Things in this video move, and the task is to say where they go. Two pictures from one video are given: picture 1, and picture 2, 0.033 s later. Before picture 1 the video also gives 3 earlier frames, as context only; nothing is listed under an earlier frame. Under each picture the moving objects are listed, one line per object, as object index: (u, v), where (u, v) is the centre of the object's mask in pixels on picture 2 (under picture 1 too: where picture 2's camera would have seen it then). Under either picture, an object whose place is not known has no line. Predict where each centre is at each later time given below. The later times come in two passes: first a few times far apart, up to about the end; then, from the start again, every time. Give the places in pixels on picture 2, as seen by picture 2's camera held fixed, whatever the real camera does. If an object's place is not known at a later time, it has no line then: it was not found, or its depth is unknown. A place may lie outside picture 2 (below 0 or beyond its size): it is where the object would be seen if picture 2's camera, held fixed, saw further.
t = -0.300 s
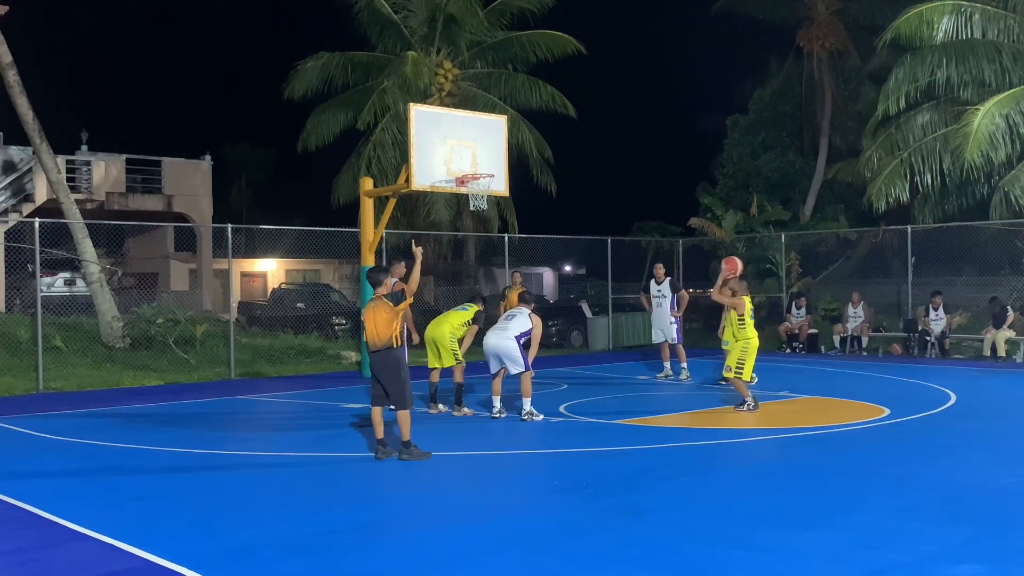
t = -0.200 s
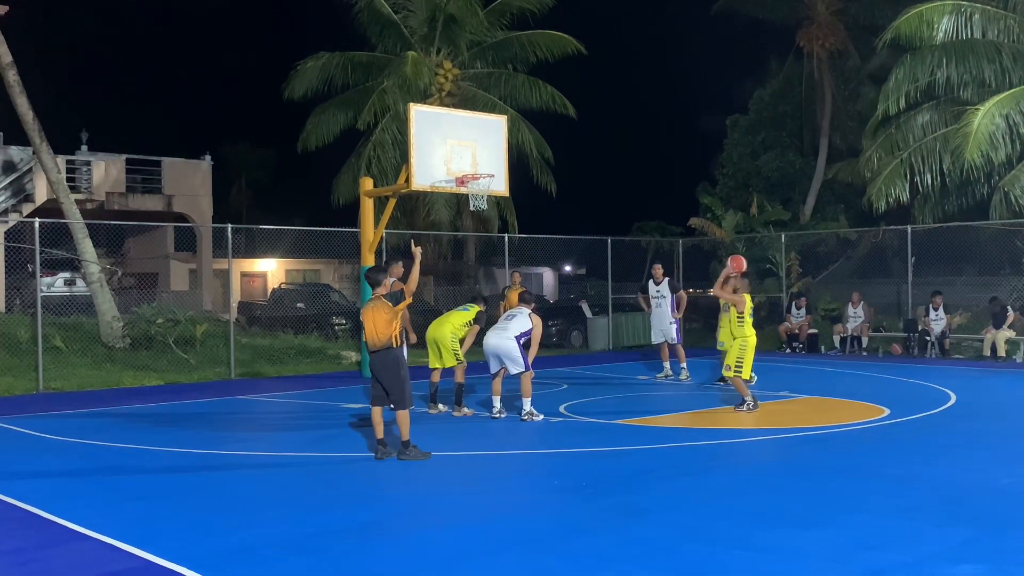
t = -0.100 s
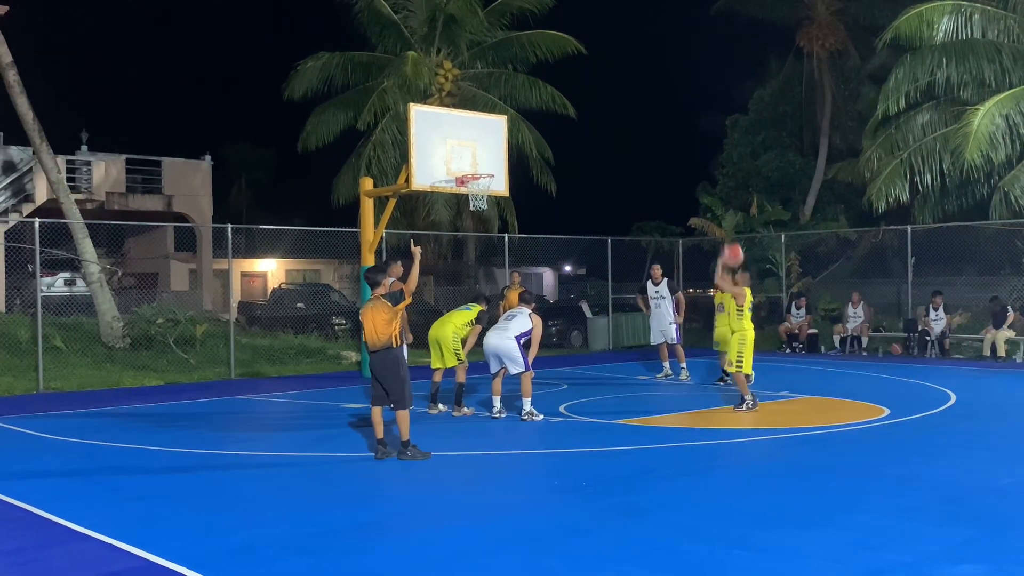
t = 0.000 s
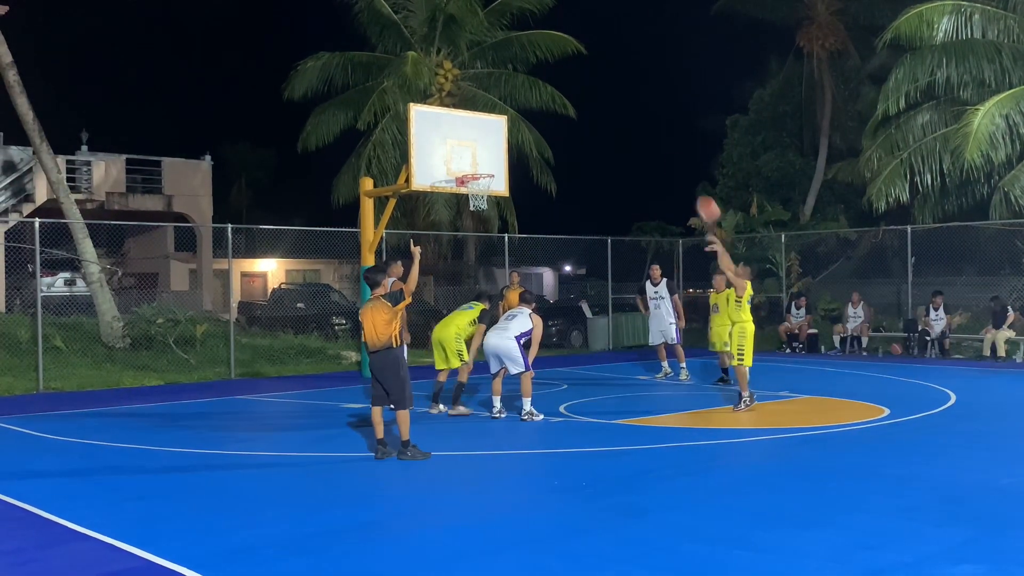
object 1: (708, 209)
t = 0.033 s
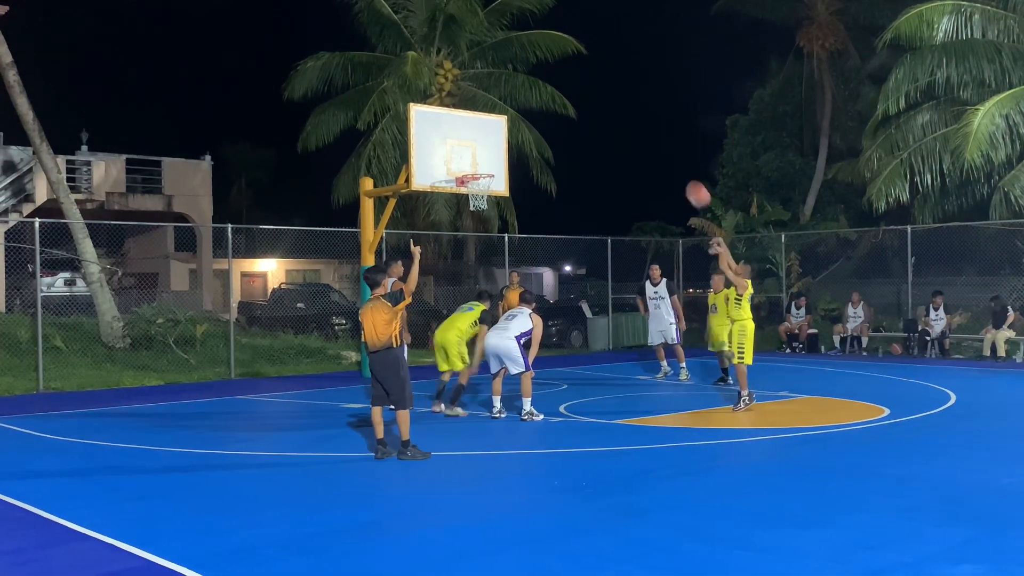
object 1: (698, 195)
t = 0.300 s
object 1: (625, 116)
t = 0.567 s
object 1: (564, 101)
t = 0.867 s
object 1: (507, 143)
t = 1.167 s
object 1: (459, 157)
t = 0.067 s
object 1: (688, 181)
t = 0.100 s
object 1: (678, 168)
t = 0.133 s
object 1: (669, 157)
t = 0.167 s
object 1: (660, 147)
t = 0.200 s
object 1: (650, 137)
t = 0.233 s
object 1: (642, 129)
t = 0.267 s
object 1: (633, 122)
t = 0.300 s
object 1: (625, 116)
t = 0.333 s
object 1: (616, 111)
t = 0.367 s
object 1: (608, 107)
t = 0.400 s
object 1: (600, 104)
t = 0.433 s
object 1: (593, 102)
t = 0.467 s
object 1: (585, 100)
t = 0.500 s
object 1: (578, 100)
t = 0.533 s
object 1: (572, 100)
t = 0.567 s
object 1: (564, 101)
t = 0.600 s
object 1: (557, 103)
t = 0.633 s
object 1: (550, 106)
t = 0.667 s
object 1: (543, 109)
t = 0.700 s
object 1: (537, 113)
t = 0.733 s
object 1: (531, 117)
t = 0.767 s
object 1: (525, 122)
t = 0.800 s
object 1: (519, 129)
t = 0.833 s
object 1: (513, 135)
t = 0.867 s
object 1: (507, 143)
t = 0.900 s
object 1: (501, 151)
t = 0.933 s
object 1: (495, 160)
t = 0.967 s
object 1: (490, 168)
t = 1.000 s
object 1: (484, 169)
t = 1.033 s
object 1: (477, 171)
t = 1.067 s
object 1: (473, 168)
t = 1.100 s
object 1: (468, 164)
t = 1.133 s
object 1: (463, 160)
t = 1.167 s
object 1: (459, 157)
